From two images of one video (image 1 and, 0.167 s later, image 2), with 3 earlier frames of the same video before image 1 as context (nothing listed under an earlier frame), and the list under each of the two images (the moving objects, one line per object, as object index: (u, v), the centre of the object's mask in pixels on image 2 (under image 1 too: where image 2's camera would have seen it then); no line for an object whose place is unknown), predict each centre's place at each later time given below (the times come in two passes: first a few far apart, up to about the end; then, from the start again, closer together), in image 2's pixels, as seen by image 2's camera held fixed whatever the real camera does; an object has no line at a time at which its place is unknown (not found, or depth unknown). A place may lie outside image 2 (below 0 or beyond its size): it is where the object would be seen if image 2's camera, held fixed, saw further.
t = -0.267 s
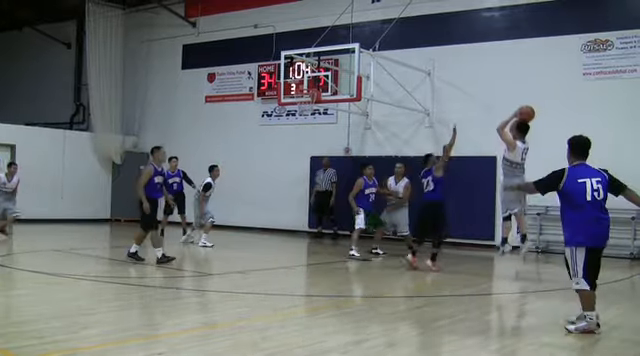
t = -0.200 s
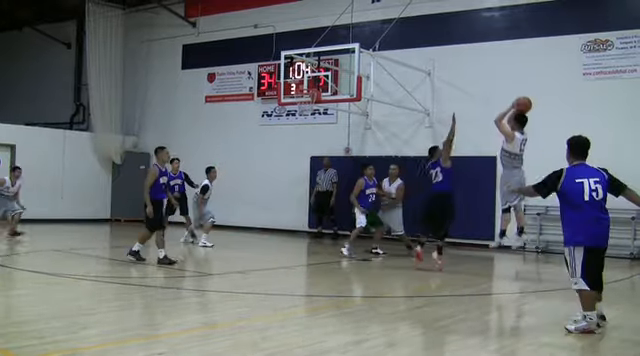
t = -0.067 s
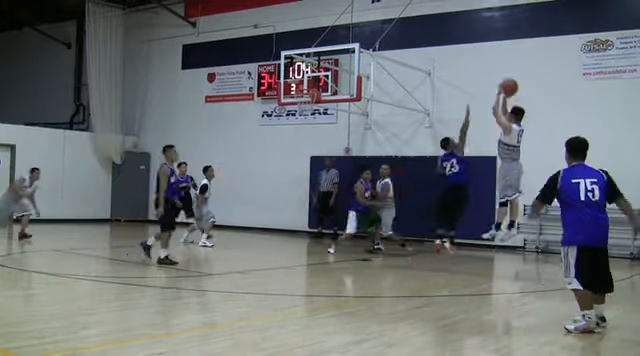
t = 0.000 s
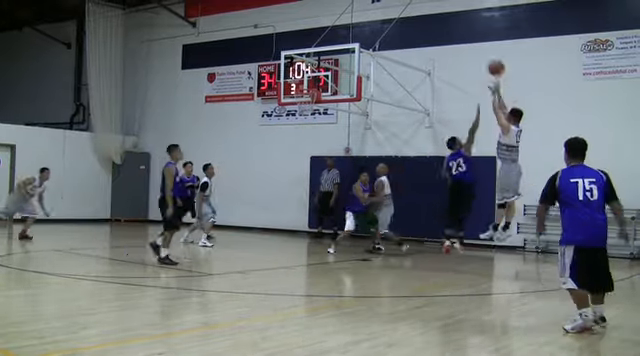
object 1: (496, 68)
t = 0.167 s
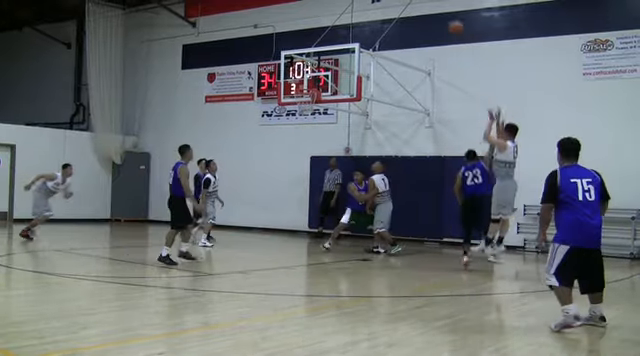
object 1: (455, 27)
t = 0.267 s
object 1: (436, 16)
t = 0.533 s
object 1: (383, 10)
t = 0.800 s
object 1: (336, 43)
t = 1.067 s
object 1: (299, 88)
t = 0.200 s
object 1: (449, 24)
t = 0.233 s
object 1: (441, 20)
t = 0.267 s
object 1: (436, 16)
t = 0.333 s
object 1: (421, 8)
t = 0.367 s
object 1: (415, 8)
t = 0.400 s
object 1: (407, 7)
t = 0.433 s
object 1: (401, 7)
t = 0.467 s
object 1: (395, 7)
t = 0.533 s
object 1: (383, 10)
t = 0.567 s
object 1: (376, 13)
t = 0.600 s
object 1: (370, 16)
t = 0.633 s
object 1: (364, 19)
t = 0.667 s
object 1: (358, 21)
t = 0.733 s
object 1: (346, 30)
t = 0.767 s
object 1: (342, 35)
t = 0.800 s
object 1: (336, 43)
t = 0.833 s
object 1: (331, 49)
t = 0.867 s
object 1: (325, 55)
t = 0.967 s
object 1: (308, 78)
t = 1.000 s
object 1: (305, 83)
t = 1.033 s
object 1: (304, 84)
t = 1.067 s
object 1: (299, 88)
